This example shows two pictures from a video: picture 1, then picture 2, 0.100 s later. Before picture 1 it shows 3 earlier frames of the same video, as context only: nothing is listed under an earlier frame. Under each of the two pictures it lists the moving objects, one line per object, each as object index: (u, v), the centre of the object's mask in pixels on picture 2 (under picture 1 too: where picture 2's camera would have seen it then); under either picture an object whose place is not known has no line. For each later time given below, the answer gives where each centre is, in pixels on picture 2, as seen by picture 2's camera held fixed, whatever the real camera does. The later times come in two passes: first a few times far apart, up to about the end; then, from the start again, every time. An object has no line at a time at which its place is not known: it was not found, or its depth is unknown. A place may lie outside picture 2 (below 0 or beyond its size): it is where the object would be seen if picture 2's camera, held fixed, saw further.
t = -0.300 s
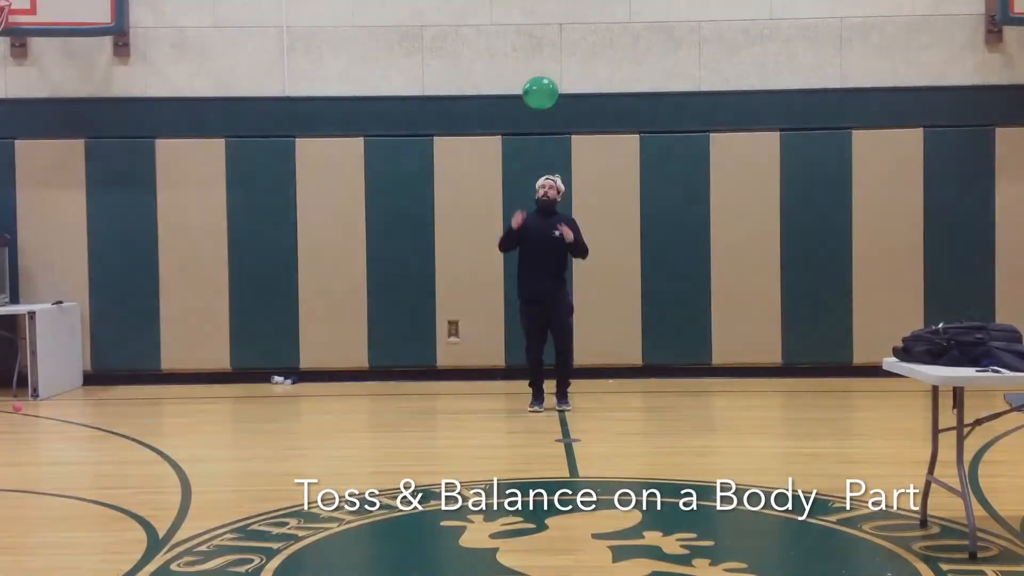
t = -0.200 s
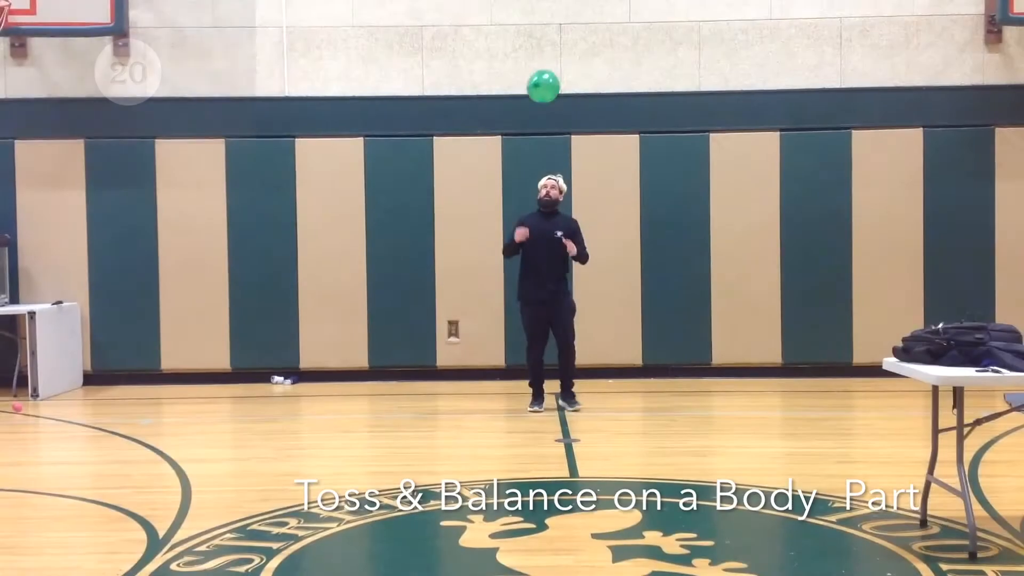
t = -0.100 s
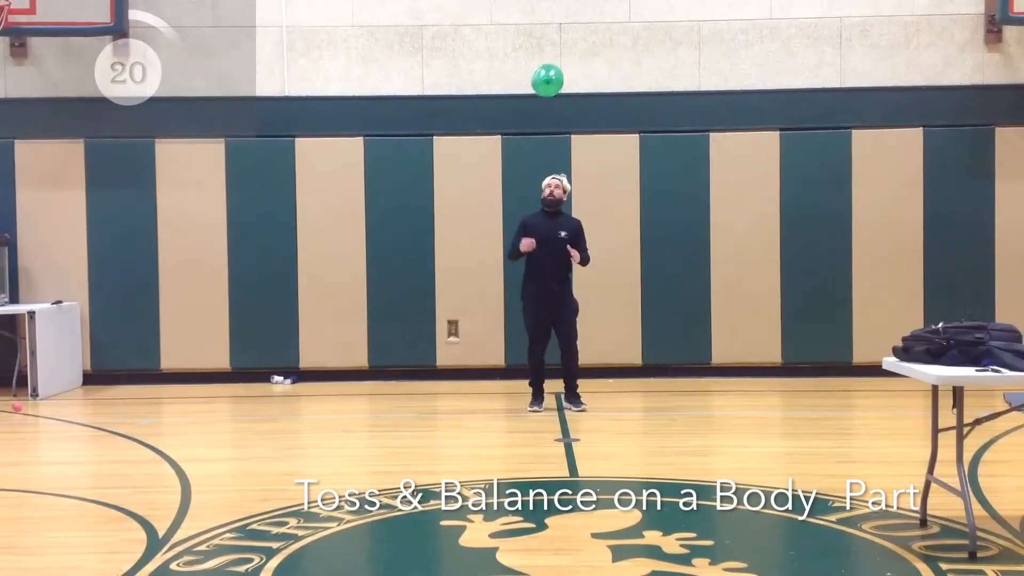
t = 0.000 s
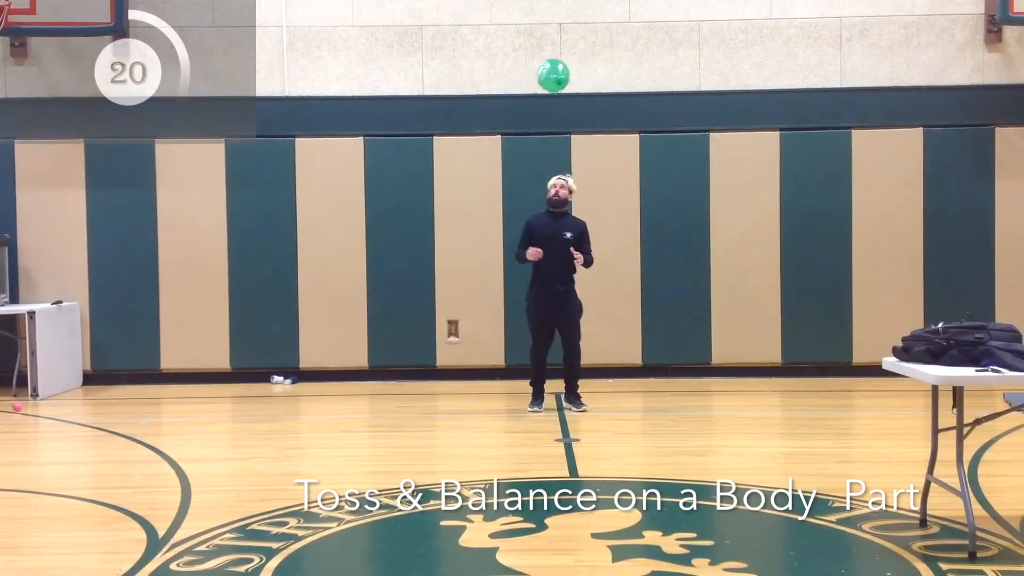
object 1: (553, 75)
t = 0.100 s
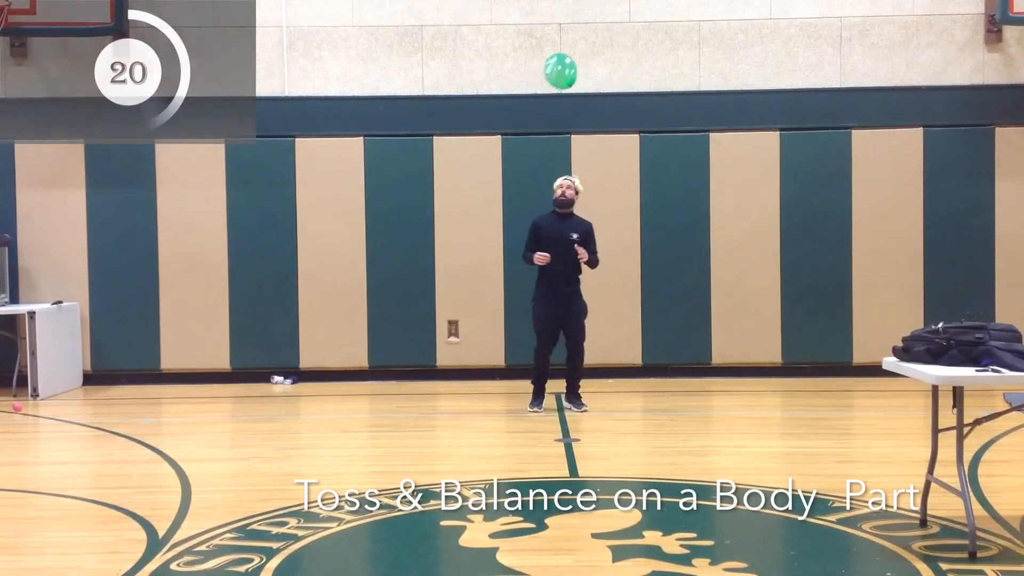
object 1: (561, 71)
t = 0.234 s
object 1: (572, 67)
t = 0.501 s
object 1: (594, 66)
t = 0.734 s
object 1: (609, 75)
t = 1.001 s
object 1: (620, 96)
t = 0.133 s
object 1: (563, 70)
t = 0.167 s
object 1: (566, 69)
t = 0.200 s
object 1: (569, 68)
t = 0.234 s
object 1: (572, 67)
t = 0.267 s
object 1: (575, 66)
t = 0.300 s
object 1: (578, 66)
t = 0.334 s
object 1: (580, 65)
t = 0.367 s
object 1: (583, 65)
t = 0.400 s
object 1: (586, 65)
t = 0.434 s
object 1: (589, 65)
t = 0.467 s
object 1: (591, 66)
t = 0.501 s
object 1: (594, 66)
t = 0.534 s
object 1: (596, 67)
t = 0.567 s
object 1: (599, 68)
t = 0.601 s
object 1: (601, 69)
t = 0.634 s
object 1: (603, 70)
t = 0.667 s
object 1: (605, 72)
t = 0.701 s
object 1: (607, 73)
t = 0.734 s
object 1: (609, 75)
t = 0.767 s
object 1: (611, 77)
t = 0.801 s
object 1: (612, 79)
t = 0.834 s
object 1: (614, 82)
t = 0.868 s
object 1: (615, 84)
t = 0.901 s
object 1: (617, 87)
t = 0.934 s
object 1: (618, 90)
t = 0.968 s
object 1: (619, 93)
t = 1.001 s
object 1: (620, 96)
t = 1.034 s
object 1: (621, 99)
